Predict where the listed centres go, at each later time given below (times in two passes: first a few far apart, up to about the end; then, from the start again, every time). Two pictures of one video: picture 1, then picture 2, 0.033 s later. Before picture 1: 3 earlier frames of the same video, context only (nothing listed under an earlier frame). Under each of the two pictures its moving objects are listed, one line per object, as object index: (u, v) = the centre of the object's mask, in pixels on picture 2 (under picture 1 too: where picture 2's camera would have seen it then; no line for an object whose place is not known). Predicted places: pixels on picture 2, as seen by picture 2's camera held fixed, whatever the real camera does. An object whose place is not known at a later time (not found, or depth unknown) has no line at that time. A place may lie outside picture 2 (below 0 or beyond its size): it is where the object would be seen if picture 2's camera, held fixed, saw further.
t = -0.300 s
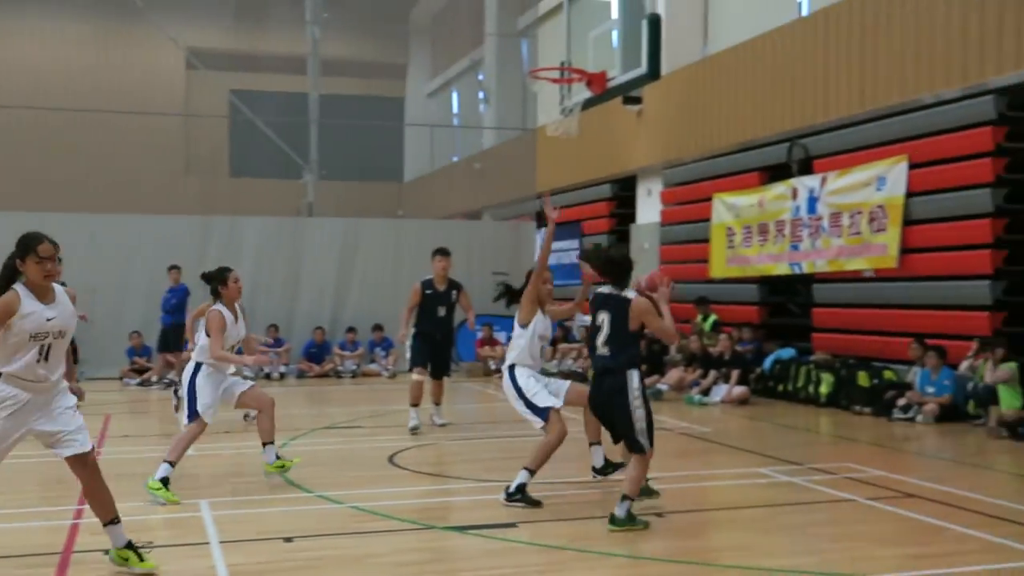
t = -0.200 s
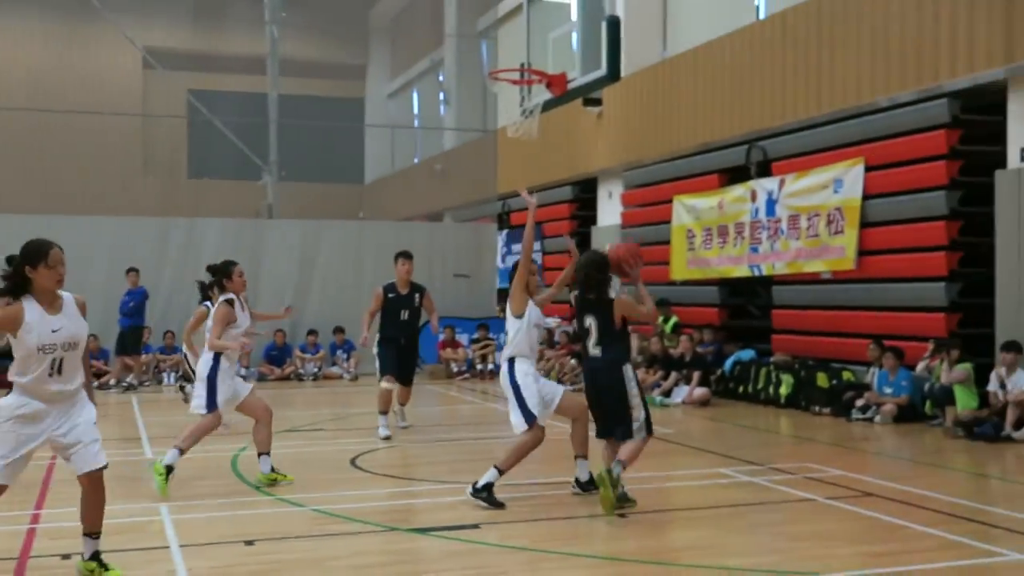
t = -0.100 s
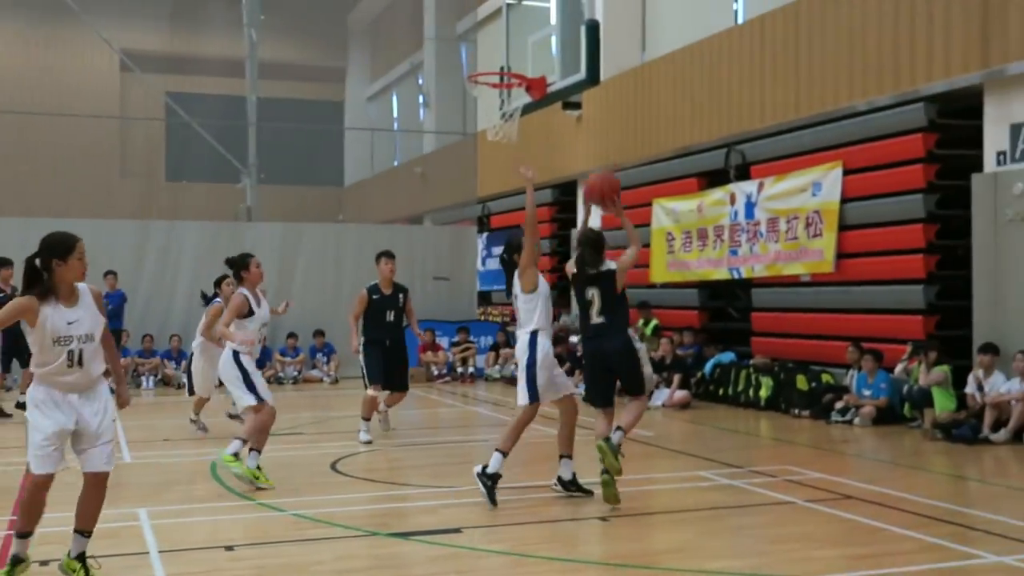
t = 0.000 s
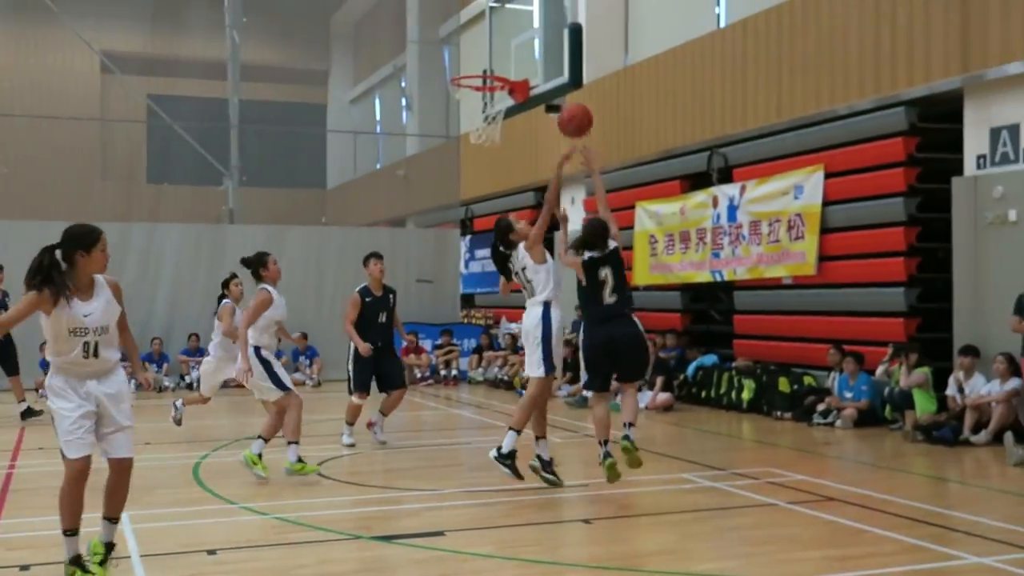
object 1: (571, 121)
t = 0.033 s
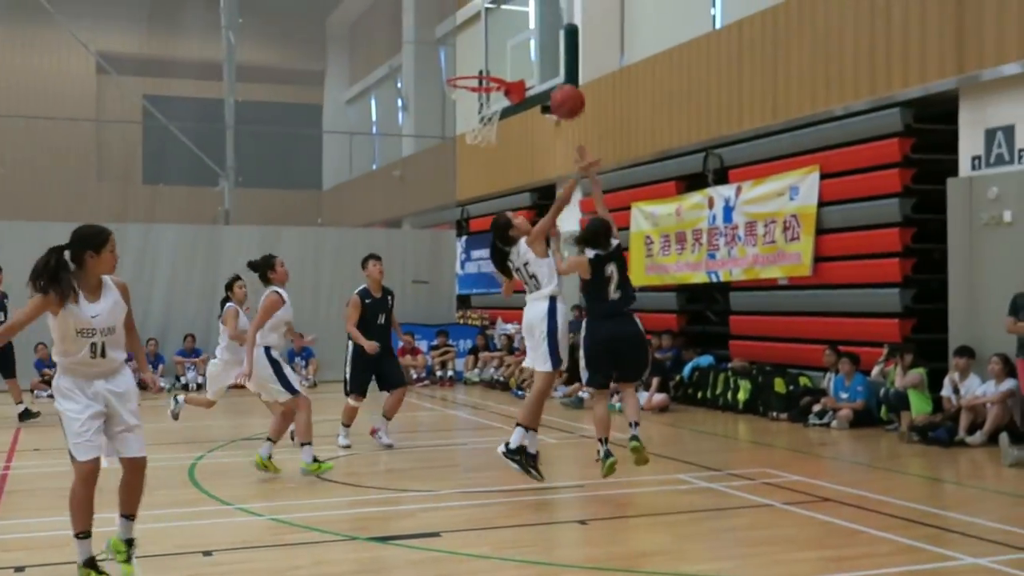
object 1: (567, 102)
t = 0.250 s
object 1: (546, 25)
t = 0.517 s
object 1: (522, 25)
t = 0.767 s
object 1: (488, 69)
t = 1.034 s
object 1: (469, 62)
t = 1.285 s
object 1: (486, 79)
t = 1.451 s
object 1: (498, 135)
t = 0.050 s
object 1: (565, 93)
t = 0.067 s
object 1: (564, 85)
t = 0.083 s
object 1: (561, 78)
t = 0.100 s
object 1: (559, 70)
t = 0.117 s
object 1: (558, 63)
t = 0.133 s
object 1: (557, 57)
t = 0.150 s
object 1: (554, 51)
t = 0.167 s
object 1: (553, 46)
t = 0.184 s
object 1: (552, 40)
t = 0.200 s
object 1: (550, 36)
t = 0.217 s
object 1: (549, 32)
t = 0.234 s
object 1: (547, 29)
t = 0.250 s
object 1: (546, 25)
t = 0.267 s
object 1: (544, 23)
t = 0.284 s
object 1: (543, 21)
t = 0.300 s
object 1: (541, 18)
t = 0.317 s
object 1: (540, 17)
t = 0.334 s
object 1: (539, 16)
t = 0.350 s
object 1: (537, 15)
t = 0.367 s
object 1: (536, 15)
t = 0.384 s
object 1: (534, 14)
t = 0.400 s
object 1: (533, 15)
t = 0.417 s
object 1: (532, 16)
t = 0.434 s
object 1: (530, 17)
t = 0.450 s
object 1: (529, 18)
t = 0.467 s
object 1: (528, 20)
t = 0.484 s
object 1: (526, 22)
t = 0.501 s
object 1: (524, 23)
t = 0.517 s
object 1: (522, 25)
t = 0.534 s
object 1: (520, 26)
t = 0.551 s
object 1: (517, 28)
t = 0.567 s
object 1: (515, 30)
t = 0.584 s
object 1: (513, 33)
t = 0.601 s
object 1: (511, 36)
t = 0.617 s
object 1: (509, 40)
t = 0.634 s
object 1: (507, 43)
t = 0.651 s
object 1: (505, 47)
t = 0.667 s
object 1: (503, 51)
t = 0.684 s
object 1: (501, 56)
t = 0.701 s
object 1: (500, 60)
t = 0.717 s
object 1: (498, 65)
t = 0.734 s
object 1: (496, 69)
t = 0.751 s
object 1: (493, 69)
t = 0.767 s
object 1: (488, 69)
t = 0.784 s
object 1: (483, 69)
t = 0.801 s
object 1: (478, 69)
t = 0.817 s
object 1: (473, 77)
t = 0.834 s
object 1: (469, 78)
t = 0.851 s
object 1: (467, 78)
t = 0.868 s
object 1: (465, 76)
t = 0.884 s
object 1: (464, 72)
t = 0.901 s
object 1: (461, 73)
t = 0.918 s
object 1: (460, 72)
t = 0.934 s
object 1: (461, 69)
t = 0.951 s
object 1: (463, 68)
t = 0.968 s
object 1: (464, 65)
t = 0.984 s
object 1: (465, 64)
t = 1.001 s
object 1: (467, 64)
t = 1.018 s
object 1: (469, 63)
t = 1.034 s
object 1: (469, 62)
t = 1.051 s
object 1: (471, 61)
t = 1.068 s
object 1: (472, 60)
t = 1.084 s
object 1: (473, 59)
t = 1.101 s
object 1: (474, 59)
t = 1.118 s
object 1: (475, 59)
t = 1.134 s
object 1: (476, 59)
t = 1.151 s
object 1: (478, 60)
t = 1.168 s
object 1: (479, 61)
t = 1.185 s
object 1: (480, 62)
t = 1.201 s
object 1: (481, 64)
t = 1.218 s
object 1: (482, 66)
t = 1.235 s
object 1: (483, 69)
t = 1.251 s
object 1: (484, 71)
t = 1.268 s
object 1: (485, 74)
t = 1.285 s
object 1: (486, 79)
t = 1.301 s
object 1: (488, 82)
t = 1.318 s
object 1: (489, 87)
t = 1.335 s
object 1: (490, 91)
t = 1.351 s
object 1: (491, 96)
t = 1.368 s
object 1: (492, 101)
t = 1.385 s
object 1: (493, 108)
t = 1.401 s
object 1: (494, 114)
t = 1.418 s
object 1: (495, 121)
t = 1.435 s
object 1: (496, 128)
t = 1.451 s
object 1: (498, 135)
